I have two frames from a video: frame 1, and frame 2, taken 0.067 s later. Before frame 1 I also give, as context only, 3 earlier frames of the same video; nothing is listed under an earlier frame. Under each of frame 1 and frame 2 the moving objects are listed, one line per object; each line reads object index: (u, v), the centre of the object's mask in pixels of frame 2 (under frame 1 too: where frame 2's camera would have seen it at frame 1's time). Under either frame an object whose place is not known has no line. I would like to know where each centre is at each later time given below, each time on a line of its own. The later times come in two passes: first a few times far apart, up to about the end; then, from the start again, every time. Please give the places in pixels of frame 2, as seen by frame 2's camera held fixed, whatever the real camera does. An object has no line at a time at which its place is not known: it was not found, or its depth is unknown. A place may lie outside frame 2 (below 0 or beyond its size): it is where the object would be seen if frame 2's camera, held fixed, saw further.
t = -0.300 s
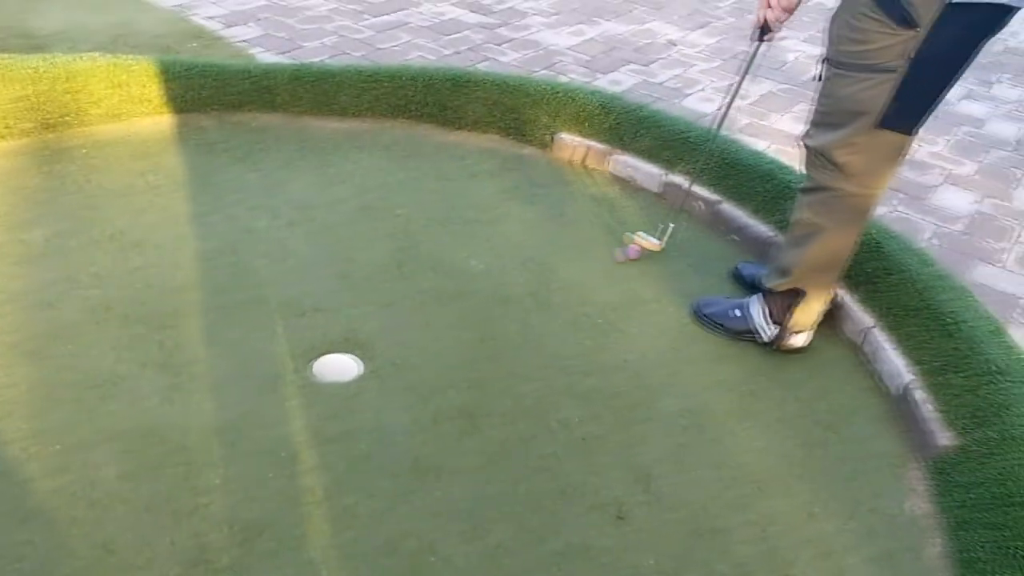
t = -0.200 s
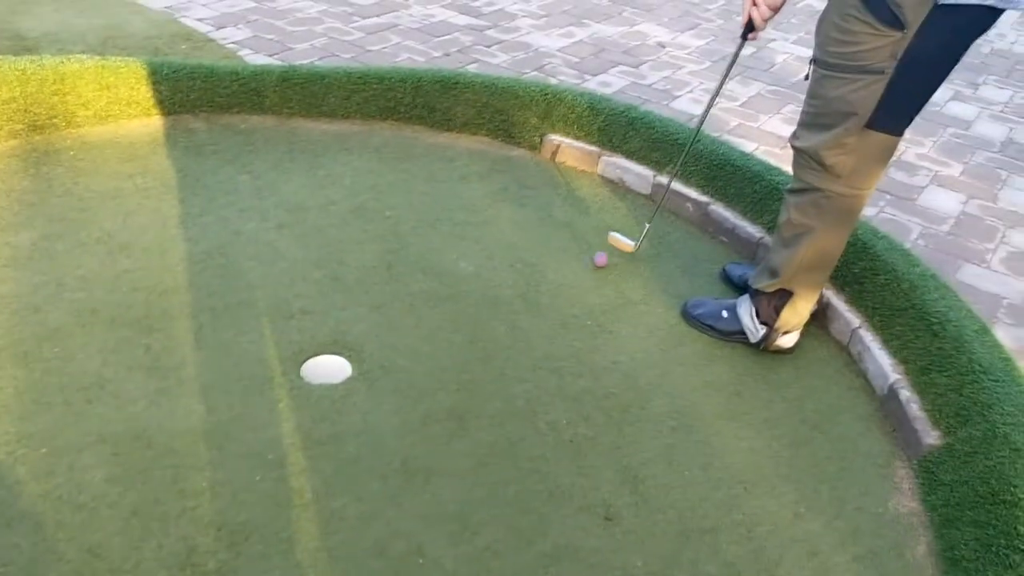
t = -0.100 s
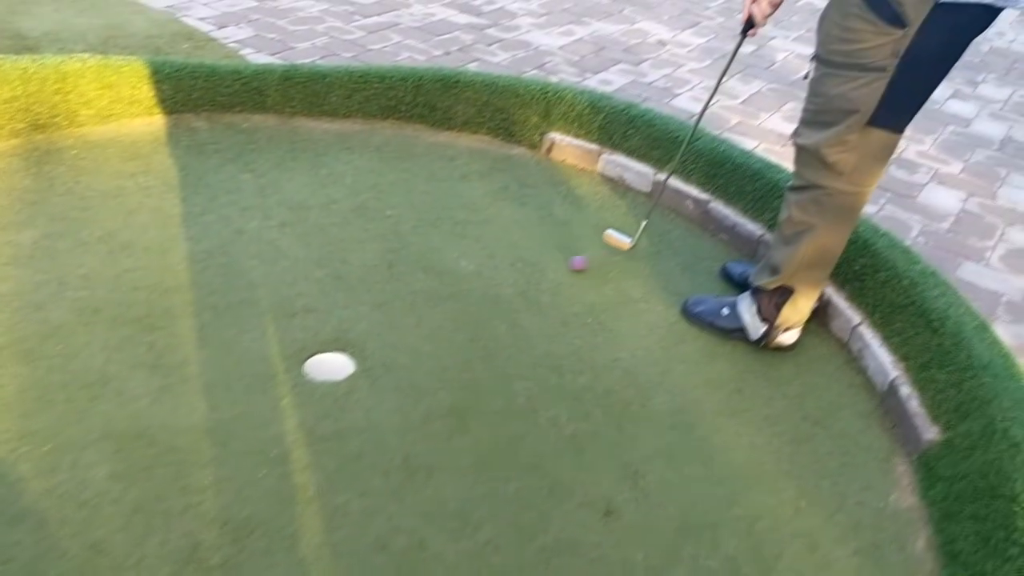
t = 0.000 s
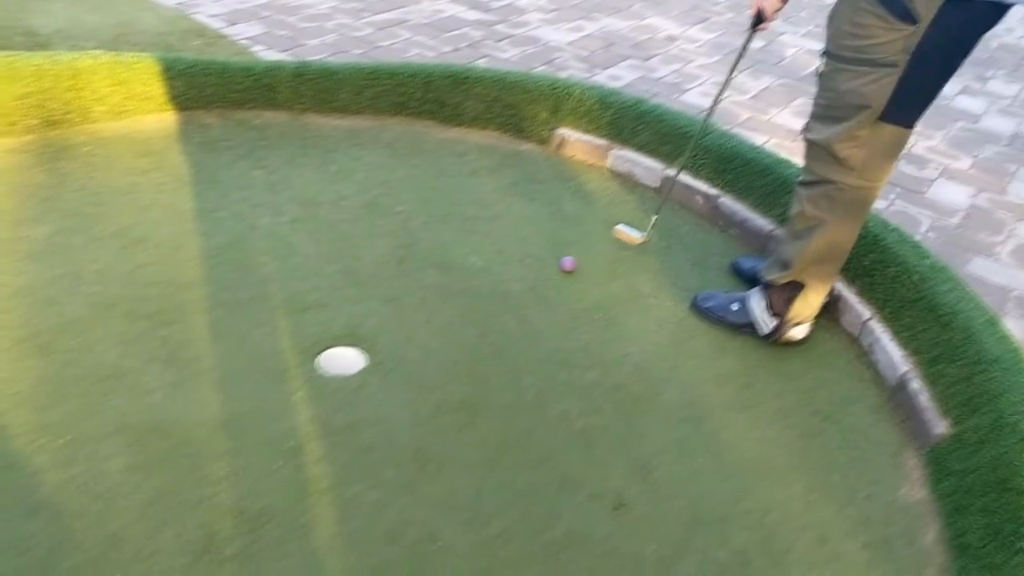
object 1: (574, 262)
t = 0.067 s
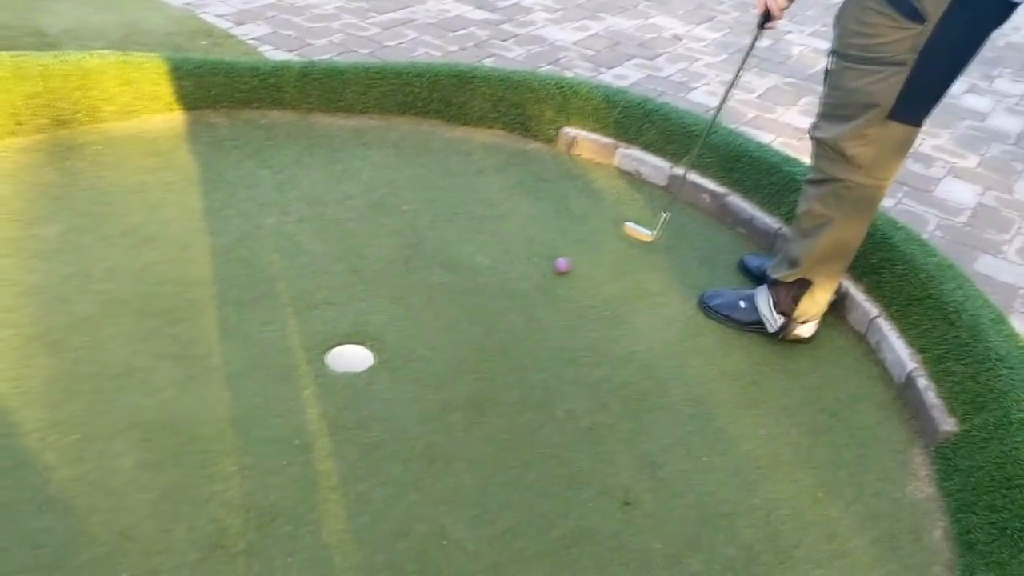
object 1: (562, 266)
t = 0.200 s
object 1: (537, 272)
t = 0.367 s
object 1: (502, 281)
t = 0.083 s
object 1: (558, 266)
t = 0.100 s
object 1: (555, 267)
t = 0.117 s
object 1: (551, 269)
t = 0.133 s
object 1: (548, 269)
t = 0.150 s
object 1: (545, 270)
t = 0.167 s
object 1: (542, 271)
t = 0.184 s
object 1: (539, 272)
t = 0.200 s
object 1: (537, 272)
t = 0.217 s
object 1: (532, 273)
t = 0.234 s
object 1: (531, 274)
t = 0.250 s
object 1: (524, 275)
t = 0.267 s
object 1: (522, 276)
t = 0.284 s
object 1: (518, 277)
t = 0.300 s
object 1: (515, 277)
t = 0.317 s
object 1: (511, 279)
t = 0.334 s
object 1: (509, 279)
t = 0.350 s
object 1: (504, 280)
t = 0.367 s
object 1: (502, 281)
